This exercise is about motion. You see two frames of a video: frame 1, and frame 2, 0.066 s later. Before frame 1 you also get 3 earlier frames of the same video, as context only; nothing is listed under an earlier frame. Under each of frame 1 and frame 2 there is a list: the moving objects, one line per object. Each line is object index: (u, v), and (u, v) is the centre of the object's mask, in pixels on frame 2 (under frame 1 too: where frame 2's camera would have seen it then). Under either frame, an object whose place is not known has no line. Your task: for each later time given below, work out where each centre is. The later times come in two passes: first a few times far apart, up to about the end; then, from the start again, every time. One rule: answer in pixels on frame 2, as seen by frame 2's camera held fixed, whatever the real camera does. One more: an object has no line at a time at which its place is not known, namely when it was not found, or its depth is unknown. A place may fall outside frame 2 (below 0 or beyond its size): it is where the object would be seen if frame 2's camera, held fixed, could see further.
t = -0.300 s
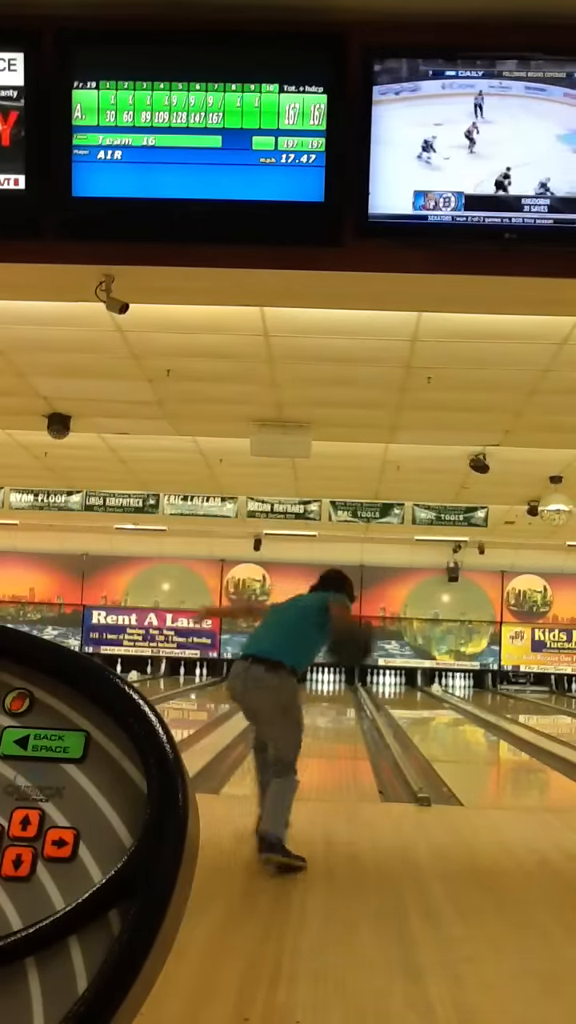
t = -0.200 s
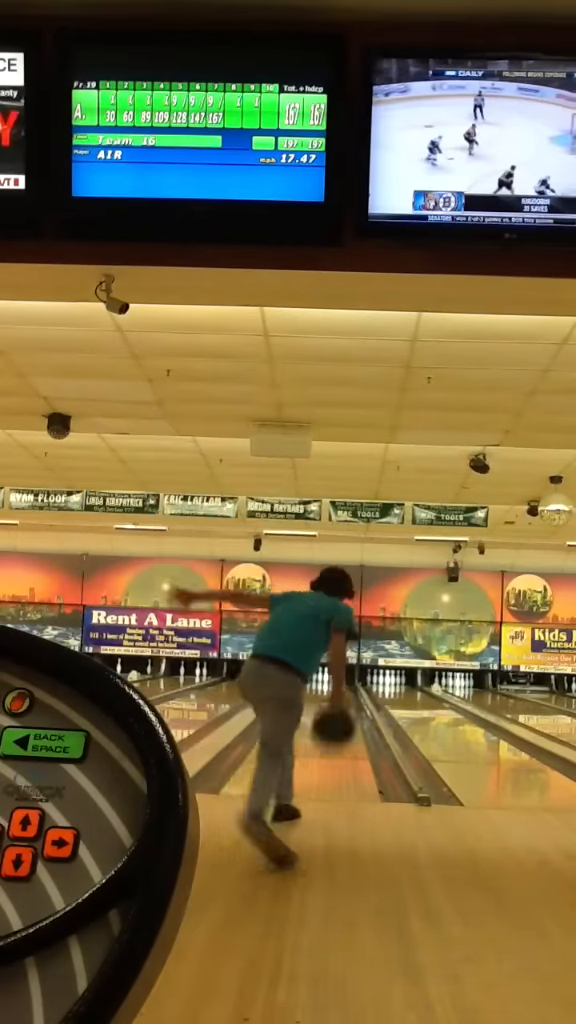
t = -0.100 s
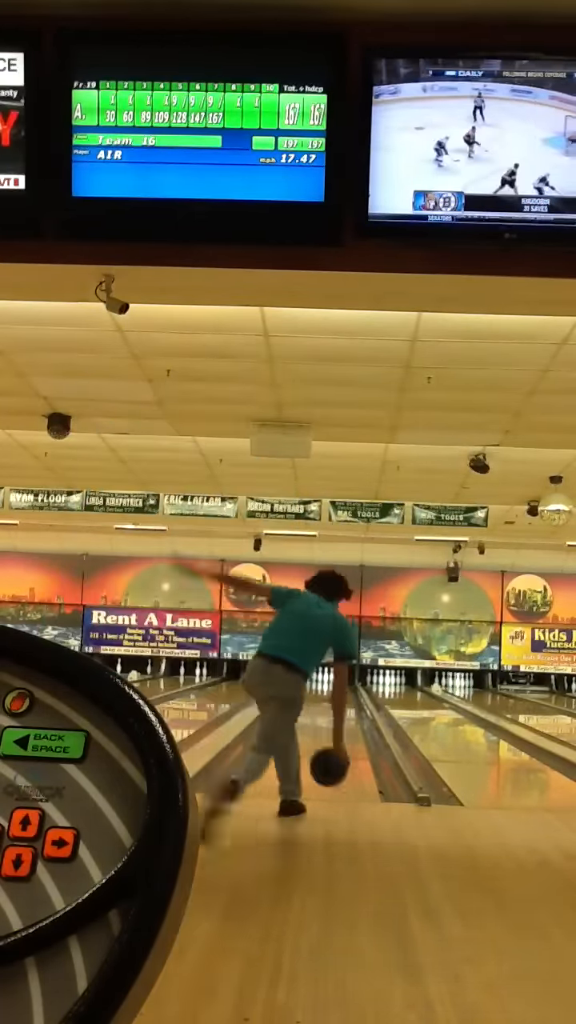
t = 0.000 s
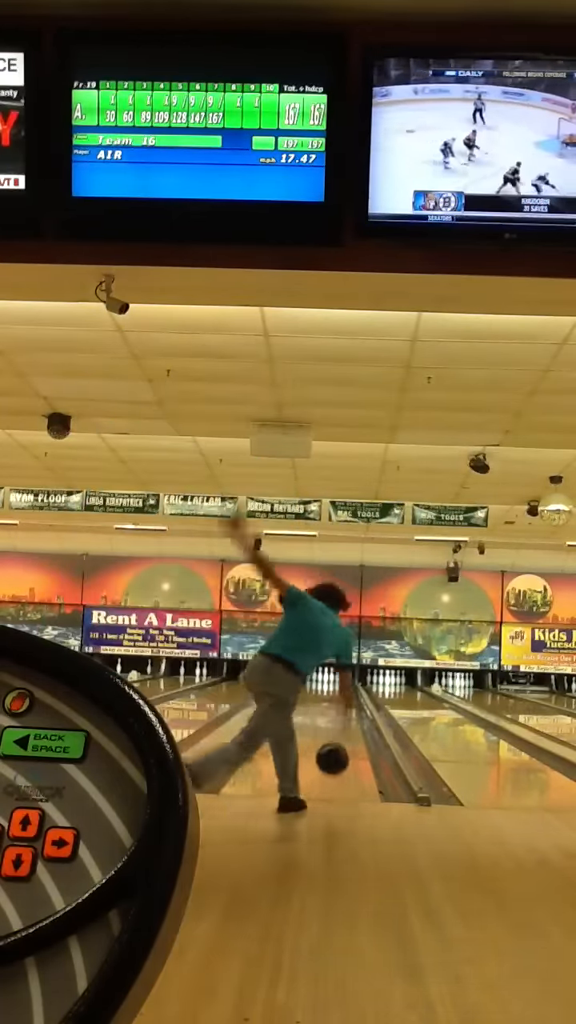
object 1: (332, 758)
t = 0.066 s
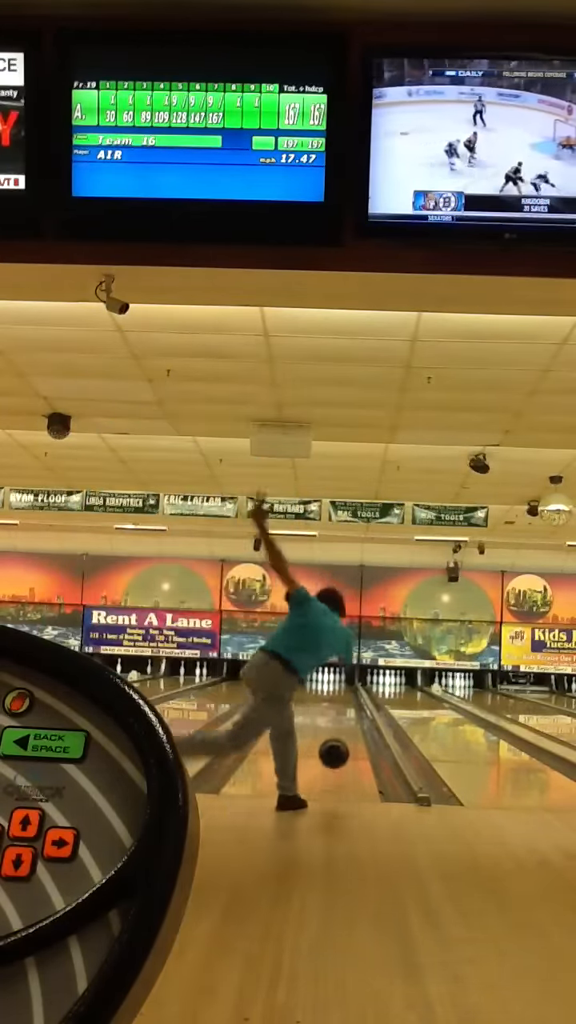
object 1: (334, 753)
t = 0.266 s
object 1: (337, 746)
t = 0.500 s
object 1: (338, 726)
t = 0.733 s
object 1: (340, 713)
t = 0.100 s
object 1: (334, 753)
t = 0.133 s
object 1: (335, 754)
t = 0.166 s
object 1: (335, 756)
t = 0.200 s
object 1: (335, 752)
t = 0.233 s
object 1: (336, 749)
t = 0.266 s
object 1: (337, 746)
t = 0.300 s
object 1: (337, 743)
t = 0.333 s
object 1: (337, 739)
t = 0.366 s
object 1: (337, 737)
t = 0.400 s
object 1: (338, 734)
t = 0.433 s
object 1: (338, 731)
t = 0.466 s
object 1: (338, 729)
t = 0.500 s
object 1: (338, 726)
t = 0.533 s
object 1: (339, 724)
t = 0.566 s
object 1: (339, 722)
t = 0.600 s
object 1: (339, 720)
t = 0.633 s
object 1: (339, 718)
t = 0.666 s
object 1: (339, 716)
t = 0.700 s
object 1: (339, 714)
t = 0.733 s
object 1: (340, 713)
